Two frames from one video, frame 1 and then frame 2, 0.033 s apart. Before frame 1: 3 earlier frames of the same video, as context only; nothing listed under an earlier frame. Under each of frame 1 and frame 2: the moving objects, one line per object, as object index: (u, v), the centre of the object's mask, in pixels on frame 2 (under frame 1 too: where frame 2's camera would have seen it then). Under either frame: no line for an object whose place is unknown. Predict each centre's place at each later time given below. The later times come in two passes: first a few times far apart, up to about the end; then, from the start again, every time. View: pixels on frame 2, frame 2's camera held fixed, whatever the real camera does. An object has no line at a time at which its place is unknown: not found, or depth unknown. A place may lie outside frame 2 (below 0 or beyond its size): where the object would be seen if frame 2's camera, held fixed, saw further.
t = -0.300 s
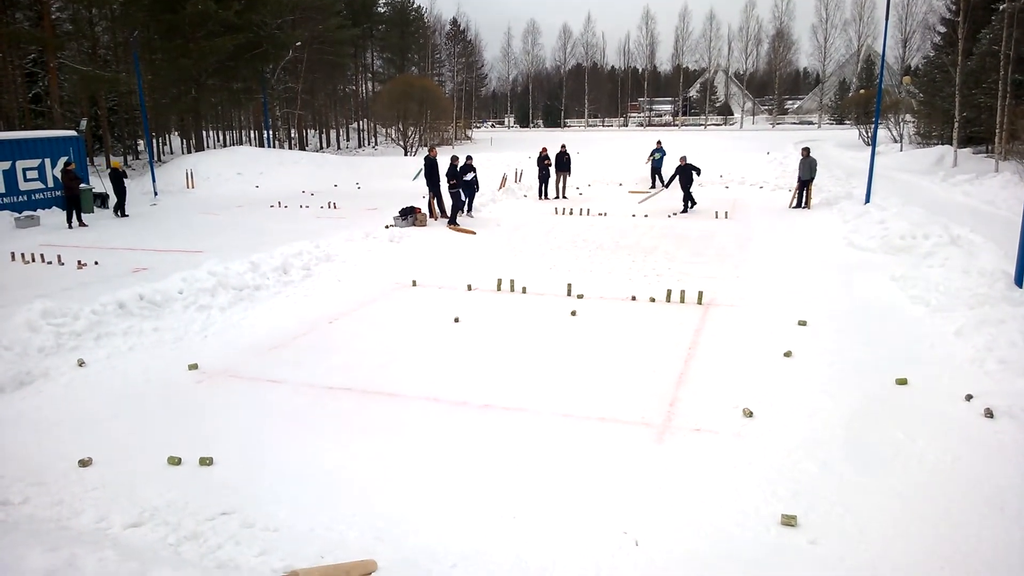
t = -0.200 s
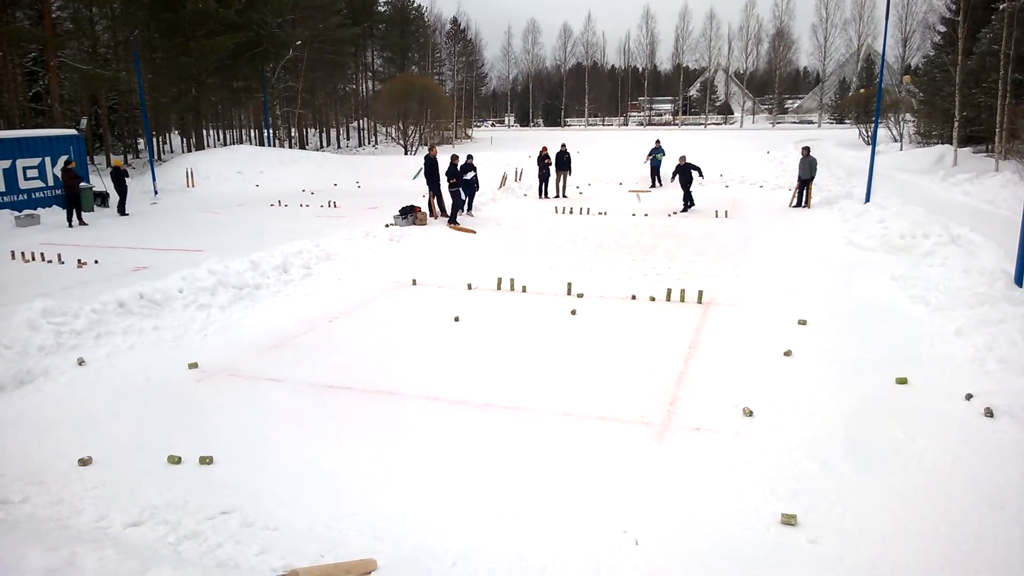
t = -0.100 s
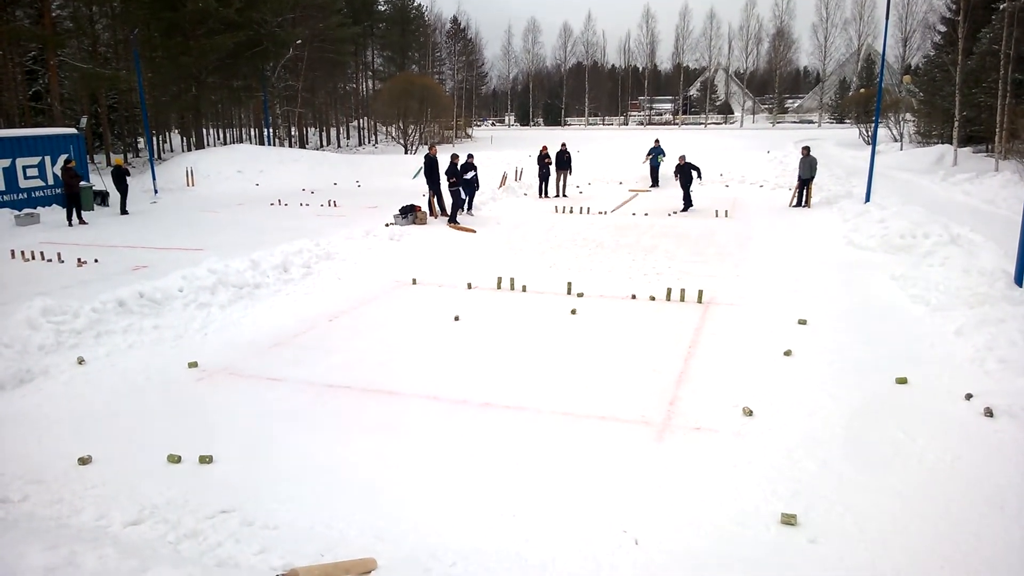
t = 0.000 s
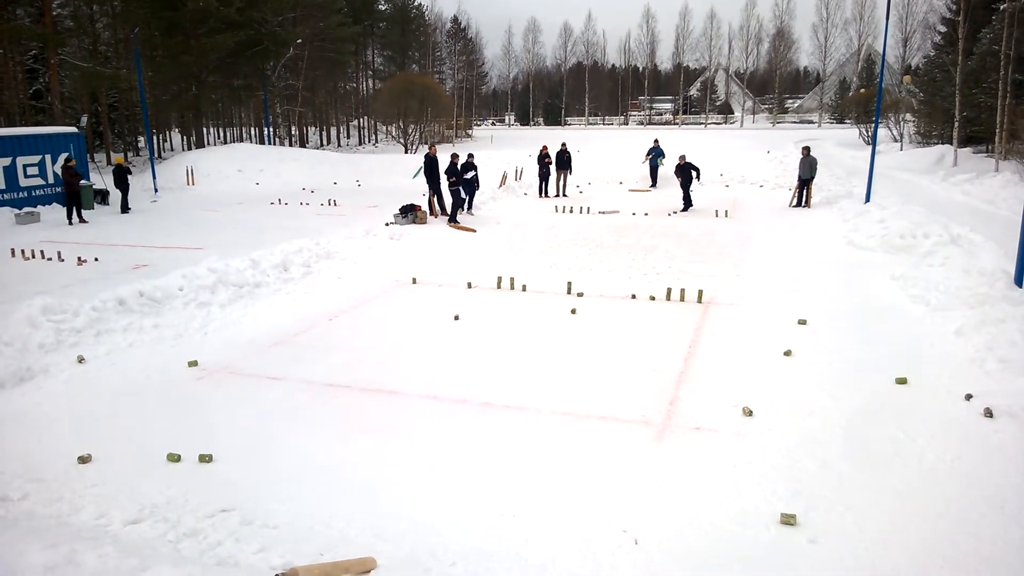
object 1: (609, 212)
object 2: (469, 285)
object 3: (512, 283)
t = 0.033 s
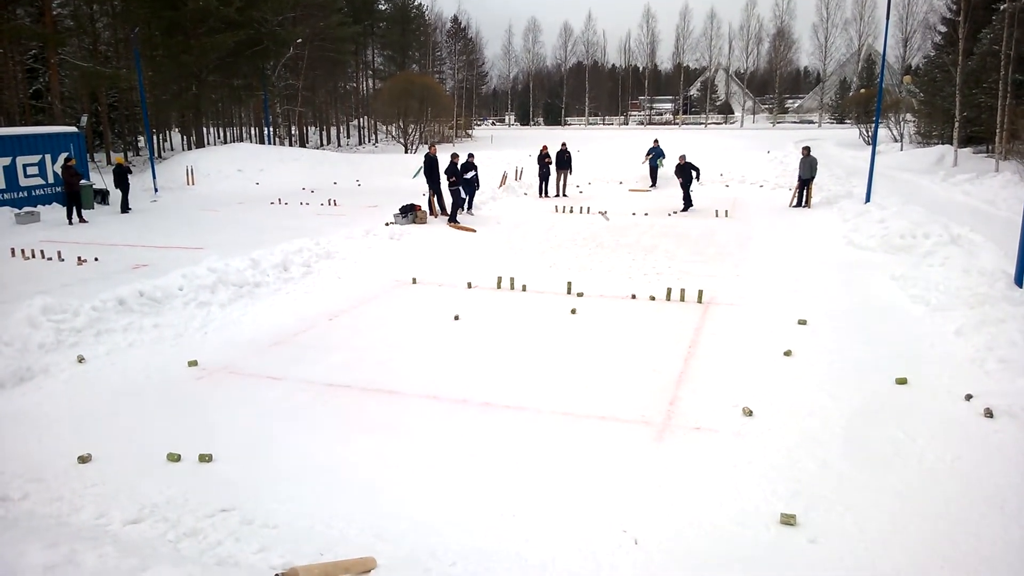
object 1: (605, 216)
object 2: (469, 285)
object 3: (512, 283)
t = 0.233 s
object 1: (570, 245)
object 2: (469, 285)
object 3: (512, 283)
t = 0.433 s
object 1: (529, 261)
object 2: (469, 285)
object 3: (512, 283)
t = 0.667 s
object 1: (478, 290)
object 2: (452, 297)
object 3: (503, 294)
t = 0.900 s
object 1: (427, 311)
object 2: (396, 342)
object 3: (475, 325)
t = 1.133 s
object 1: (371, 331)
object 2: (319, 404)
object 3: (444, 363)
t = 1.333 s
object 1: (322, 348)
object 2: (235, 471)
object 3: (420, 398)
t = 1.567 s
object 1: (270, 368)
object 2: (155, 502)
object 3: (398, 440)
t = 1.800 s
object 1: (222, 386)
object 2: (126, 523)
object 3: (382, 489)
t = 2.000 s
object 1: (183, 399)
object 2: (140, 539)
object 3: (377, 524)
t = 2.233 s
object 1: (138, 413)
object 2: (192, 548)
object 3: (385, 551)
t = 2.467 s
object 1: (94, 425)
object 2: (235, 551)
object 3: (406, 560)
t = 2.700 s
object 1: (55, 435)
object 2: (249, 544)
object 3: (436, 571)
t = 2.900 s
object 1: (27, 444)
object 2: (249, 541)
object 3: (459, 572)
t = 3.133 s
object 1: (1, 452)
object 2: (249, 541)
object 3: (485, 573)
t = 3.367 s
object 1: (-3, 457)
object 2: (249, 541)
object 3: (496, 572)
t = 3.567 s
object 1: (1, 456)
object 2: (249, 541)
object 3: (499, 573)
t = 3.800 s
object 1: (5, 453)
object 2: (249, 541)
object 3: (502, 574)
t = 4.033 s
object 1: (10, 450)
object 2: (248, 542)
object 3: (505, 574)
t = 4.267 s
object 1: (14, 446)
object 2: (248, 541)
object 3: (513, 574)
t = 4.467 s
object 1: (19, 444)
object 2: (248, 541)
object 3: (517, 574)
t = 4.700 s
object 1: (22, 442)
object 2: (249, 541)
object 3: (521, 574)
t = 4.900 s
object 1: (21, 443)
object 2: (249, 541)
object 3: (522, 573)
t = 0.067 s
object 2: (469, 285)
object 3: (512, 283)
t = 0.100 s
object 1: (594, 227)
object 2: (469, 285)
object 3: (512, 283)
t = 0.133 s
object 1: (588, 232)
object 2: (469, 285)
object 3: (512, 283)
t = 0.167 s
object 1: (582, 237)
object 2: (469, 285)
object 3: (512, 283)
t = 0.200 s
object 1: (576, 243)
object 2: (469, 285)
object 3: (512, 283)
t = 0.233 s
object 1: (570, 245)
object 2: (469, 285)
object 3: (512, 283)
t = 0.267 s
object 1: (563, 248)
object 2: (469, 285)
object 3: (511, 283)
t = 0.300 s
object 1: (557, 250)
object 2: (469, 285)
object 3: (511, 283)
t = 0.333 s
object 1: (551, 252)
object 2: (469, 285)
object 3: (512, 283)
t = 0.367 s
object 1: (544, 254)
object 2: (469, 285)
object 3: (512, 283)
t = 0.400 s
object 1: (537, 257)
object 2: (469, 285)
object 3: (512, 283)
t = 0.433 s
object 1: (529, 261)
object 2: (469, 285)
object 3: (512, 283)
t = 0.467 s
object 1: (522, 265)
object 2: (469, 285)
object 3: (512, 283)
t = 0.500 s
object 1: (514, 271)
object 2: (469, 285)
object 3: (512, 283)
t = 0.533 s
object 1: (505, 277)
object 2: (469, 285)
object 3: (512, 284)
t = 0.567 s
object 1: (493, 282)
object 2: (469, 285)
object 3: (512, 283)
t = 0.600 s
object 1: (488, 286)
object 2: (465, 288)
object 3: (510, 288)
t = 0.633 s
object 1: (484, 287)
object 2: (459, 293)
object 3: (506, 291)
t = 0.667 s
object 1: (478, 290)
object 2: (452, 297)
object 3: (503, 294)
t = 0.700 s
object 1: (471, 292)
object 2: (445, 303)
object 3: (499, 299)
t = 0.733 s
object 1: (465, 296)
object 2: (437, 310)
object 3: (495, 305)
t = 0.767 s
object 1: (457, 300)
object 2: (430, 317)
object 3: (491, 310)
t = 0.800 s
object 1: (449, 303)
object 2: (422, 322)
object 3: (487, 314)
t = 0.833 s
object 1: (442, 306)
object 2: (413, 328)
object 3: (483, 318)
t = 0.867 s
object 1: (435, 309)
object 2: (405, 334)
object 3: (479, 321)
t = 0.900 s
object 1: (427, 311)
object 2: (396, 342)
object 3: (475, 325)
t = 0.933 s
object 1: (420, 314)
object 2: (386, 351)
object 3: (471, 330)
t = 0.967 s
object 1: (412, 317)
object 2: (376, 359)
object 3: (466, 336)
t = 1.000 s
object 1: (405, 319)
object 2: (366, 366)
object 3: (462, 342)
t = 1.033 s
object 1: (395, 322)
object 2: (355, 374)
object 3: (457, 346)
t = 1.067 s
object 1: (387, 325)
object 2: (344, 383)
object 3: (453, 350)
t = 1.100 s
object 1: (379, 328)
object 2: (332, 394)
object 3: (448, 357)
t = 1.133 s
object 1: (371, 331)
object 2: (319, 404)
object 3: (444, 363)
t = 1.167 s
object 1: (362, 334)
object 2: (306, 413)
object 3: (440, 367)
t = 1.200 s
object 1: (354, 336)
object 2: (293, 423)
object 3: (435, 373)
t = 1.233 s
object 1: (346, 340)
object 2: (279, 435)
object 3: (431, 381)
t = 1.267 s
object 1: (338, 342)
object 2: (264, 448)
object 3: (427, 386)
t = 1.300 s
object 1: (330, 345)
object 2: (249, 460)
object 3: (424, 392)
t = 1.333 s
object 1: (322, 348)
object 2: (235, 471)
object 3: (420, 398)
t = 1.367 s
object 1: (314, 351)
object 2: (219, 482)
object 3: (417, 404)
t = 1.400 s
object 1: (307, 354)
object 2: (205, 489)
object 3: (413, 410)
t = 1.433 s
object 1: (299, 357)
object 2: (191, 497)
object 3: (411, 415)
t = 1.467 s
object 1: (291, 359)
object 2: (177, 505)
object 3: (407, 422)
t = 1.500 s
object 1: (284, 362)
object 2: (165, 509)
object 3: (404, 428)
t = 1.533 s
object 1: (277, 366)
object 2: (160, 506)
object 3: (401, 434)
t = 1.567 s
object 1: (270, 368)
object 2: (155, 502)
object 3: (398, 440)
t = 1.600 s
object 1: (263, 371)
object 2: (151, 501)
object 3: (395, 448)
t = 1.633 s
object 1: (255, 373)
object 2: (146, 500)
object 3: (393, 455)
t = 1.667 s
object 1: (248, 376)
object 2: (142, 501)
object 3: (390, 460)
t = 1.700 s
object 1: (242, 379)
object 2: (138, 504)
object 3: (388, 467)
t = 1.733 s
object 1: (235, 381)
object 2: (134, 508)
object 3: (385, 476)
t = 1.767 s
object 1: (228, 383)
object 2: (130, 515)
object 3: (383, 482)
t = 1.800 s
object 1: (222, 386)
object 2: (126, 523)
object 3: (382, 489)
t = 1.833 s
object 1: (216, 388)
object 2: (122, 533)
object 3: (380, 496)
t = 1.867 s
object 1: (209, 391)
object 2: (123, 536)
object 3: (379, 501)
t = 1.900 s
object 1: (203, 393)
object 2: (126, 537)
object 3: (378, 507)
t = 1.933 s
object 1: (196, 396)
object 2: (130, 536)
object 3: (377, 513)
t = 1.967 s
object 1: (190, 397)
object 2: (135, 537)
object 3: (377, 518)
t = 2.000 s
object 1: (183, 399)
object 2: (140, 539)
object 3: (377, 524)
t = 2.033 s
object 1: (177, 401)
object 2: (146, 542)
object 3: (377, 528)
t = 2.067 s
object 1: (171, 403)
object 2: (151, 543)
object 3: (377, 530)
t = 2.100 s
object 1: (164, 405)
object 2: (159, 543)
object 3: (378, 534)
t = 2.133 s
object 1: (158, 407)
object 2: (167, 543)
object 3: (379, 540)
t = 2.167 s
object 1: (151, 409)
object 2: (175, 544)
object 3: (380, 546)
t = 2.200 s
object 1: (144, 411)
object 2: (183, 546)
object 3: (382, 549)
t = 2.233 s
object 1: (138, 413)
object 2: (192, 548)
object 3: (385, 551)
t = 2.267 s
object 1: (131, 414)
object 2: (202, 551)
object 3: (388, 553)
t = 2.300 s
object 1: (125, 416)
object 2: (211, 553)
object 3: (391, 554)
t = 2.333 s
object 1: (118, 418)
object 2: (222, 555)
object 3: (393, 555)
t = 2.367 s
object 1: (112, 420)
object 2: (225, 553)
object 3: (396, 555)
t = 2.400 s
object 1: (106, 422)
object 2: (228, 552)
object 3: (399, 556)
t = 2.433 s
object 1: (100, 424)
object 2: (231, 552)
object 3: (402, 558)
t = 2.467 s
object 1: (94, 425)
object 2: (235, 551)
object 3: (406, 560)
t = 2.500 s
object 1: (88, 427)
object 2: (239, 551)
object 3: (410, 563)
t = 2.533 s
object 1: (82, 428)
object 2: (243, 553)
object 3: (415, 567)
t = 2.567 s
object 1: (77, 429)
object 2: (245, 551)
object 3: (419, 569)
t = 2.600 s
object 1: (71, 431)
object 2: (246, 549)
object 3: (423, 569)
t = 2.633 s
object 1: (65, 432)
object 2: (247, 547)
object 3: (427, 571)
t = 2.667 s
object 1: (60, 433)
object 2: (249, 545)
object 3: (432, 571)
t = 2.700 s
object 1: (55, 435)
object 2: (249, 544)
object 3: (436, 571)
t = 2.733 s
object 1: (50, 436)
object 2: (250, 543)
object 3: (439, 571)
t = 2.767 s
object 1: (45, 437)
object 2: (250, 542)
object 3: (443, 571)
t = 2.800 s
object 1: (40, 439)
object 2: (250, 542)
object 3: (448, 572)
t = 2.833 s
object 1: (36, 441)
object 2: (249, 542)
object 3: (451, 572)
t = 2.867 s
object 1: (31, 442)
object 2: (249, 542)
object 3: (455, 572)
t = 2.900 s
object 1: (27, 444)
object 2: (249, 541)
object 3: (459, 572)
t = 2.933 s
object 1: (22, 445)
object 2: (249, 541)
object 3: (463, 572)
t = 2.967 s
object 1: (18, 446)
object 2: (249, 541)
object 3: (467, 573)
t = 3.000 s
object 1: (13, 447)
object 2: (249, 541)
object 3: (471, 574)
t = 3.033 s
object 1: (9, 448)
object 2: (249, 541)
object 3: (475, 574)
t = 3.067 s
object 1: (6, 449)
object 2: (249, 541)
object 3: (479, 574)
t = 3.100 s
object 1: (3, 450)
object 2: (249, 541)
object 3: (482, 574)
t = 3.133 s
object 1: (1, 452)
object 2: (249, 541)
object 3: (485, 573)
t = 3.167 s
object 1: (0, 453)
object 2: (249, 541)
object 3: (488, 573)
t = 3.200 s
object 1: (-1, 454)
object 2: (249, 541)
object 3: (490, 572)
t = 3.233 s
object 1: (-1, 455)
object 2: (249, 541)
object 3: (492, 572)
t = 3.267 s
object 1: (-2, 456)
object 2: (249, 541)
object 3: (493, 572)
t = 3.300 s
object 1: (-3, 457)
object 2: (249, 541)
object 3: (494, 572)
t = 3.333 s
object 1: (-3, 457)
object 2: (249, 541)
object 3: (495, 572)
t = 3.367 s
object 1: (-3, 457)
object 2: (249, 541)
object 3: (496, 572)
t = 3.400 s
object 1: (-3, 457)
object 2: (249, 541)
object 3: (496, 572)
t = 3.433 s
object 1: (-3, 456)
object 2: (249, 541)
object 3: (497, 572)
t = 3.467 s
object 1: (-2, 457)
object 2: (249, 541)
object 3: (498, 572)
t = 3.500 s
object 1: (-1, 457)
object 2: (248, 541)
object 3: (498, 572)
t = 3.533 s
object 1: (0, 457)
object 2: (248, 541)
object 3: (499, 573)
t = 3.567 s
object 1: (1, 456)
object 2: (249, 541)
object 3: (499, 573)
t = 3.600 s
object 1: (1, 456)
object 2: (249, 541)
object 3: (500, 573)
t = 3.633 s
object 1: (2, 455)
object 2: (249, 541)
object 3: (500, 573)
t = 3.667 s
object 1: (3, 455)
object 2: (249, 541)
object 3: (500, 573)
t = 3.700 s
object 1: (3, 454)
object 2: (249, 541)
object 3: (501, 573)
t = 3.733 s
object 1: (4, 454)
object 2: (249, 541)
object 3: (501, 573)
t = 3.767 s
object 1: (5, 453)
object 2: (249, 541)
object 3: (502, 573)
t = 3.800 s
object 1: (5, 453)
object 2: (249, 541)
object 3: (502, 574)
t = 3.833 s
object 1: (6, 452)
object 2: (249, 541)
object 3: (502, 574)
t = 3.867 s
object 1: (6, 452)
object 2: (249, 541)
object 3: (502, 574)
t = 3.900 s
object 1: (7, 451)
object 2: (249, 541)
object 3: (503, 574)
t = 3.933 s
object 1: (8, 451)
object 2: (249, 541)
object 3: (503, 574)
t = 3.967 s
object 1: (8, 451)
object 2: (249, 541)
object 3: (504, 574)
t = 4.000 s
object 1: (9, 450)
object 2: (249, 541)
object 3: (504, 574)
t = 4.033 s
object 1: (10, 450)
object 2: (248, 542)
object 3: (505, 574)
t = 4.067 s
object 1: (10, 449)
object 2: (248, 541)
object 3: (506, 574)
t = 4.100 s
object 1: (11, 449)
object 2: (248, 541)
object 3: (507, 574)
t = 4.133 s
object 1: (11, 448)
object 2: (248, 541)
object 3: (508, 574)
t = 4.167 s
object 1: (12, 448)
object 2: (248, 541)
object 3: (509, 574)
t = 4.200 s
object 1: (13, 447)
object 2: (248, 542)
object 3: (511, 574)
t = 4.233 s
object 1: (13, 447)
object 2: (248, 541)
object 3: (512, 574)
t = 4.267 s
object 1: (14, 446)
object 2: (248, 541)
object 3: (513, 574)
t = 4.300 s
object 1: (15, 446)
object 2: (248, 541)
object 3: (514, 574)
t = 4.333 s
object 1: (15, 445)
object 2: (248, 541)
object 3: (515, 574)
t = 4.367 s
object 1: (16, 445)
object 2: (248, 541)
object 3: (515, 573)
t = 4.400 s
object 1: (16, 445)
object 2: (248, 541)
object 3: (516, 574)
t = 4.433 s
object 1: (18, 444)
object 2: (247, 541)
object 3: (516, 574)
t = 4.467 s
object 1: (19, 444)
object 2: (248, 541)
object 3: (517, 574)
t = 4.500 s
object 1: (20, 444)
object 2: (248, 541)
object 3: (517, 574)
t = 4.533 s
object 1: (20, 443)
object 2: (248, 541)
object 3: (517, 574)
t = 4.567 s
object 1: (21, 443)
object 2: (248, 541)
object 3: (518, 574)
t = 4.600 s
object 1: (21, 443)
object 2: (248, 541)
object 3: (518, 574)
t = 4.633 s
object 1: (22, 443)
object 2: (248, 541)
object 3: (519, 574)
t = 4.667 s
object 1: (22, 442)
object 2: (249, 541)
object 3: (520, 574)
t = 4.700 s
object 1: (22, 442)
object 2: (249, 541)
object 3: (521, 574)
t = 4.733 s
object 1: (22, 442)
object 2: (249, 541)
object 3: (522, 574)
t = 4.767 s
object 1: (22, 442)
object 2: (248, 541)
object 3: (522, 574)
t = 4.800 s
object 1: (22, 442)
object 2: (248, 541)
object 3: (523, 574)
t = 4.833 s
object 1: (21, 442)
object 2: (248, 541)
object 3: (523, 574)
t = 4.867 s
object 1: (21, 443)
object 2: (248, 541)
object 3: (523, 574)
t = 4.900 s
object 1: (21, 443)
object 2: (249, 541)
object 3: (522, 573)
